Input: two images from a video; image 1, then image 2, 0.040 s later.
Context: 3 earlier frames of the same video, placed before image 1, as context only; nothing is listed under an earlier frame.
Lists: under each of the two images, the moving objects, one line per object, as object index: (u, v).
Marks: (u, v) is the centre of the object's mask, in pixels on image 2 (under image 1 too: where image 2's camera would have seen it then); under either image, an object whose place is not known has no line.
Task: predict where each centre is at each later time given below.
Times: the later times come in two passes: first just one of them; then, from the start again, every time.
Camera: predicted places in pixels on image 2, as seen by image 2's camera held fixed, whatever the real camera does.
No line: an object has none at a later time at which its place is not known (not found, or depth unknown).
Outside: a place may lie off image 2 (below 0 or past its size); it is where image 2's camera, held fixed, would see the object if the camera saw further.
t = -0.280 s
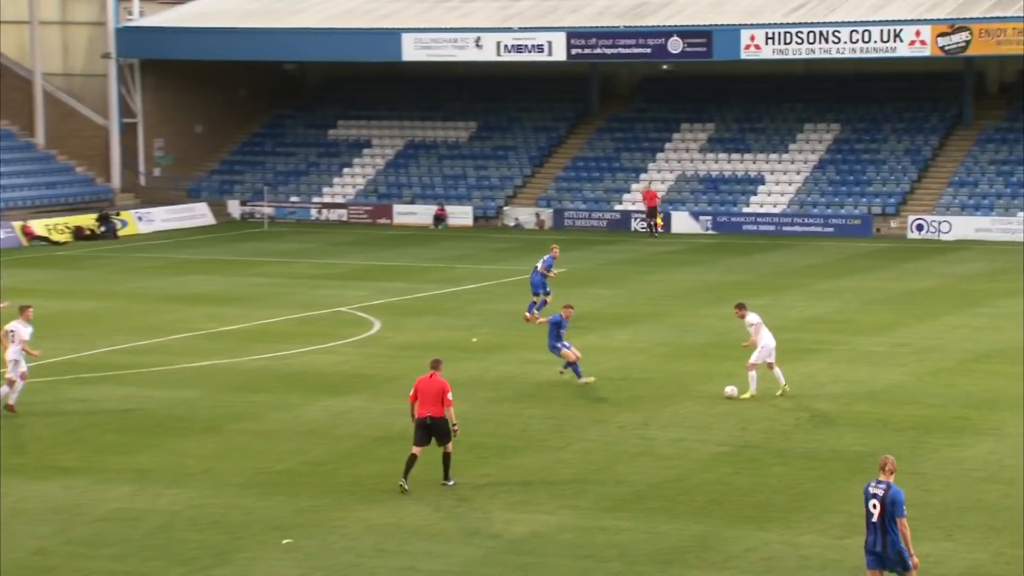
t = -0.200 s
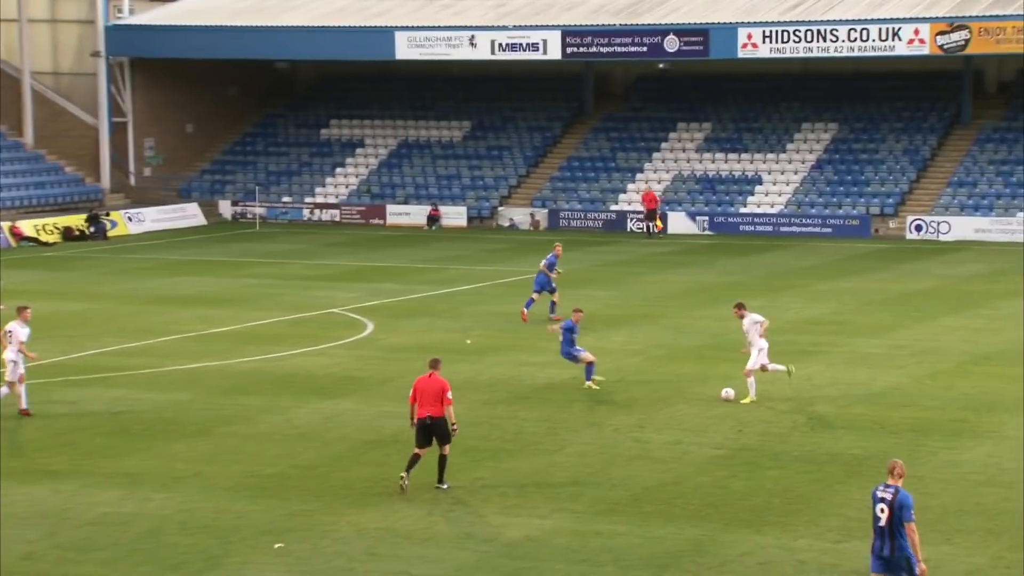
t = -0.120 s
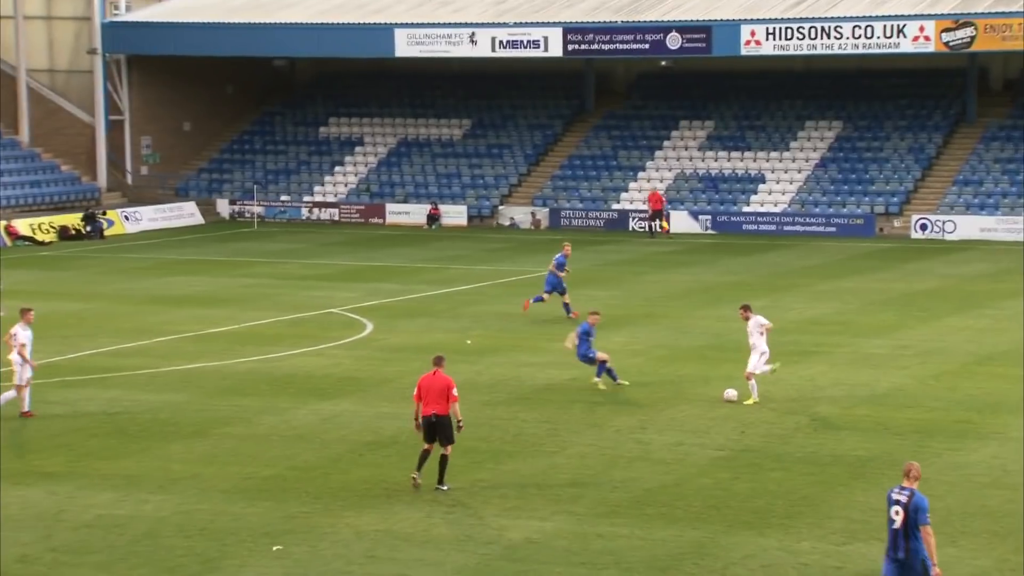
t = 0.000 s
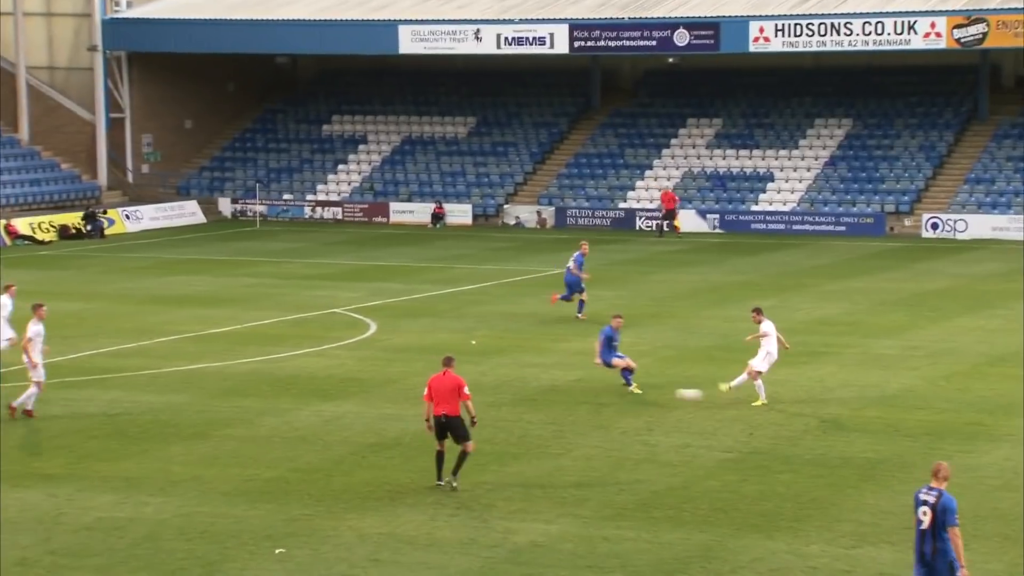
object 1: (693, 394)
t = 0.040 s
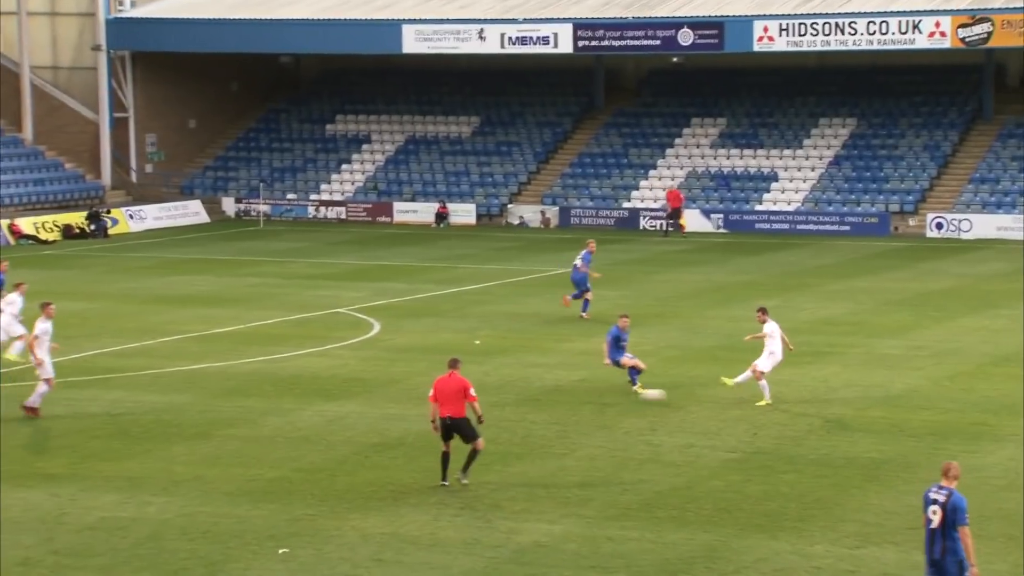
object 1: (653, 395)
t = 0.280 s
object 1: (399, 424)
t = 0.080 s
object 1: (611, 396)
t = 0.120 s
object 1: (569, 398)
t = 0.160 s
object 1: (528, 403)
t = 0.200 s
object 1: (490, 407)
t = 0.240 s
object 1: (437, 416)
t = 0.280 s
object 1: (399, 424)
